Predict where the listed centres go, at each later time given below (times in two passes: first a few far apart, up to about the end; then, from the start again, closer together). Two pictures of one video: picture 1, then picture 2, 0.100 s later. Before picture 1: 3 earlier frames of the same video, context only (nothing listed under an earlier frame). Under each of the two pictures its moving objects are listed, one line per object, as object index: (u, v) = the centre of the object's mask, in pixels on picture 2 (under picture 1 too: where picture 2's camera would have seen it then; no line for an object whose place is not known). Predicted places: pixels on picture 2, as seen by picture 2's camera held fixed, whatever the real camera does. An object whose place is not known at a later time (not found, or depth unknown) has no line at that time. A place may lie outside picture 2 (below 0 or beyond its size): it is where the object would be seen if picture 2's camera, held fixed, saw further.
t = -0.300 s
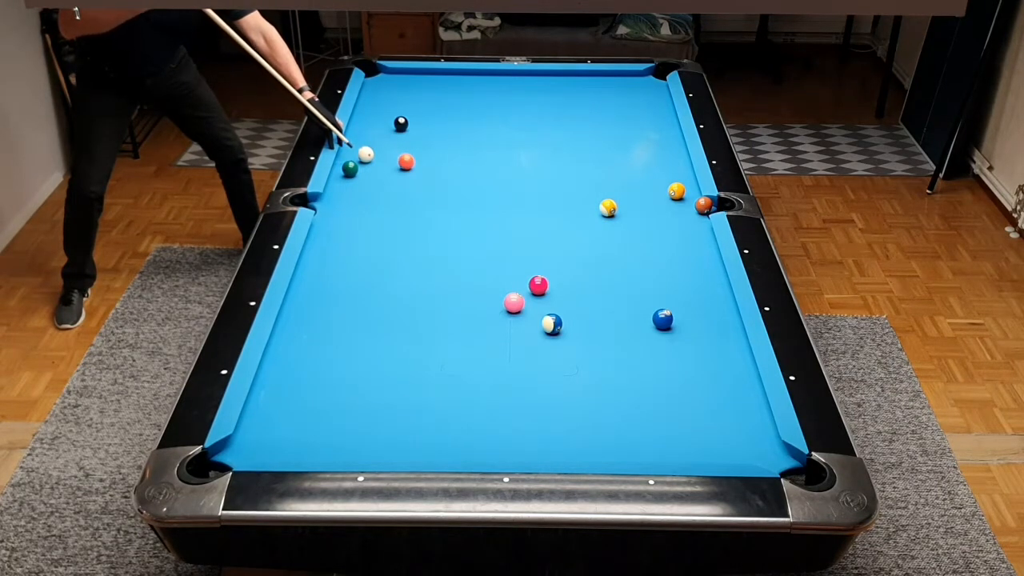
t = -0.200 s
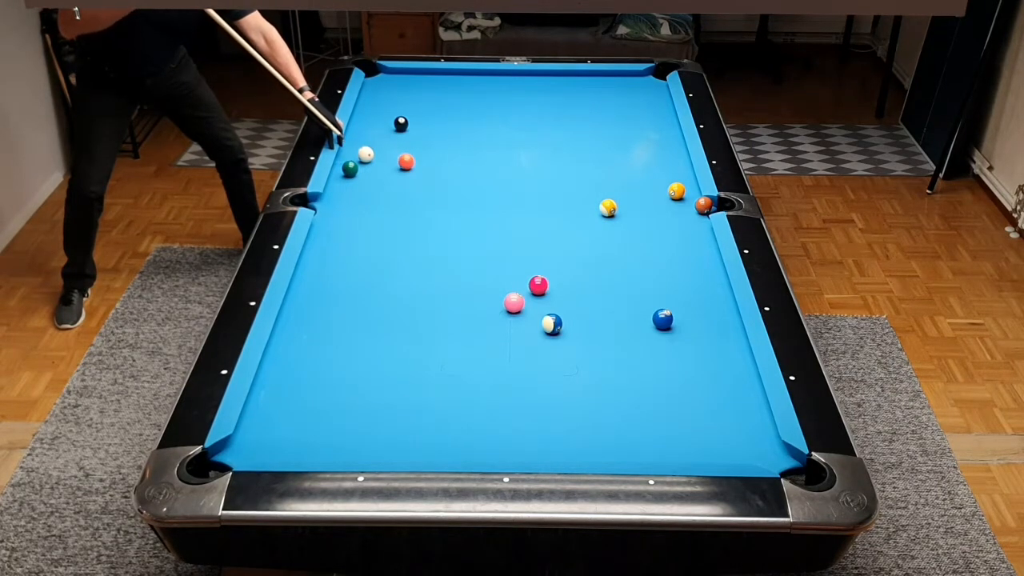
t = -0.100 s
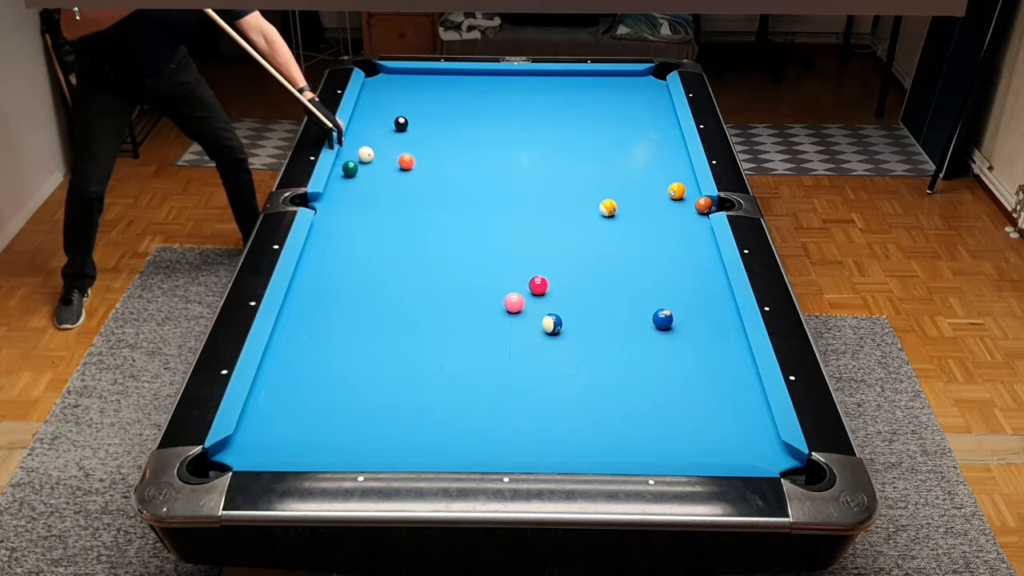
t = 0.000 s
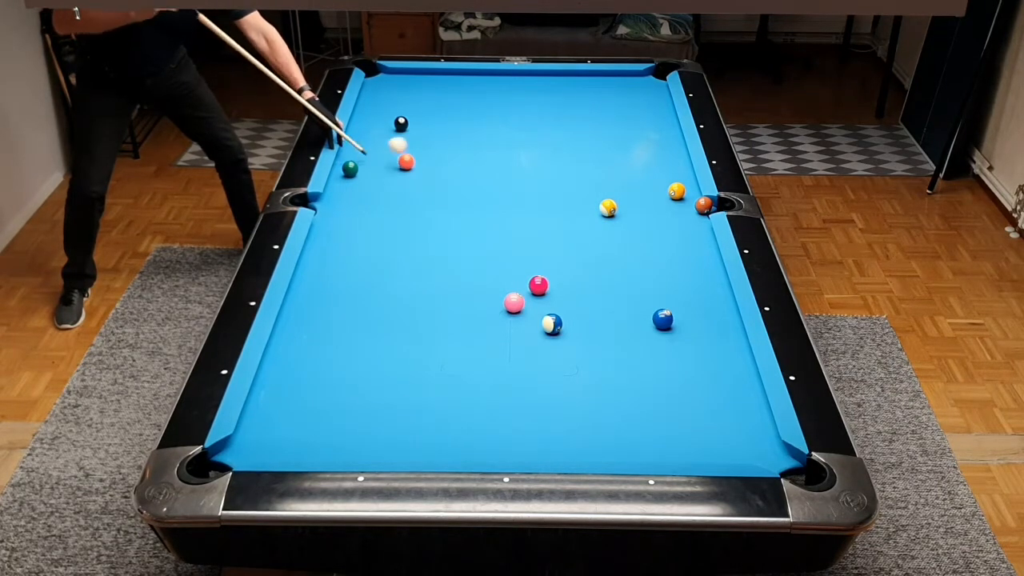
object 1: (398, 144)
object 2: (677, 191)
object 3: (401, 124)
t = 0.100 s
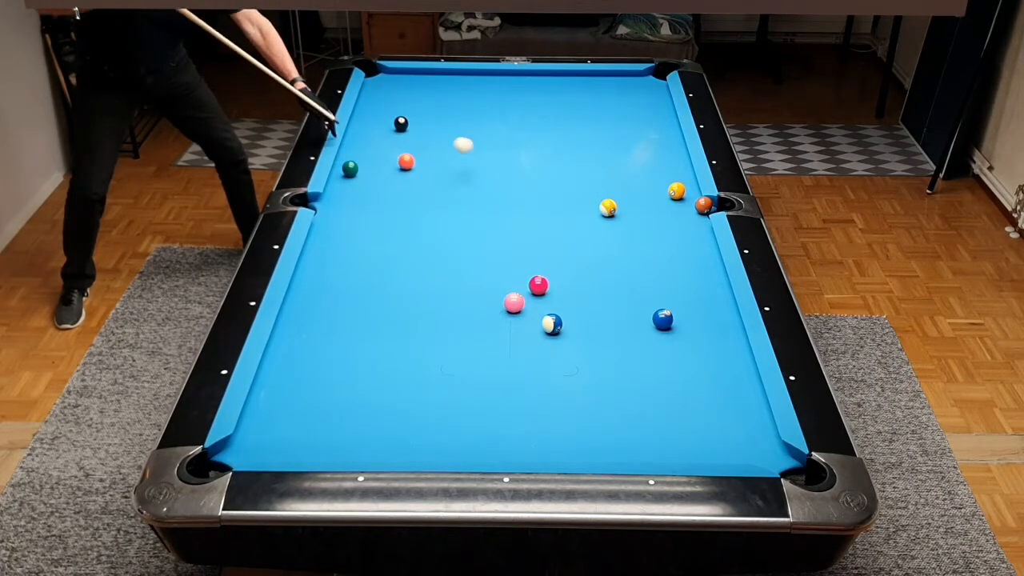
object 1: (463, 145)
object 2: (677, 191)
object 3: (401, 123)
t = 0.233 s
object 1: (553, 171)
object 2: (677, 191)
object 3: (401, 123)
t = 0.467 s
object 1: (661, 189)
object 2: (684, 194)
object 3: (401, 123)
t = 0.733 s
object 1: (613, 179)
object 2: (642, 210)
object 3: (401, 123)
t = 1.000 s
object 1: (568, 170)
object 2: (605, 228)
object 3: (401, 123)
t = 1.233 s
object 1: (532, 163)
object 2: (571, 243)
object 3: (401, 123)
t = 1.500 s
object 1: (492, 155)
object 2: (533, 261)
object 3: (401, 123)
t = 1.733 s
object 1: (460, 148)
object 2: (497, 277)
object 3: (401, 123)
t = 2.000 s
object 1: (425, 141)
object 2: (457, 296)
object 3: (401, 123)
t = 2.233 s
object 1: (396, 135)
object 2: (420, 312)
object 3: (401, 122)
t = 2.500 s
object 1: (365, 129)
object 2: (378, 331)
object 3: (401, 124)
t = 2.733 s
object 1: (363, 125)
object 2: (341, 348)
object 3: (401, 124)
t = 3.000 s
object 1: (381, 122)
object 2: (297, 368)
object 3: (401, 124)
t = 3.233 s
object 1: (391, 119)
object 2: (265, 385)
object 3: (404, 124)
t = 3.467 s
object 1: (397, 116)
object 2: (279, 396)
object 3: (409, 124)
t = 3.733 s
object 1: (404, 114)
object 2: (293, 407)
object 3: (414, 125)
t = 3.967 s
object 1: (409, 112)
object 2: (306, 417)
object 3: (417, 126)
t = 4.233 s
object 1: (413, 110)
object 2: (319, 428)
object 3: (419, 126)
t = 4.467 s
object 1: (416, 109)
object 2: (330, 436)
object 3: (420, 126)
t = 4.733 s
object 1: (419, 107)
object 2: (342, 444)
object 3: (421, 126)
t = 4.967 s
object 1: (421, 107)
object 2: (351, 448)
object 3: (421, 126)
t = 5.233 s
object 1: (422, 107)
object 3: (421, 126)
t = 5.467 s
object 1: (422, 107)
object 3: (421, 126)
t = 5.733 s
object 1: (422, 107)
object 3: (420, 126)
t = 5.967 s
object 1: (422, 107)
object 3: (421, 126)
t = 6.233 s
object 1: (422, 107)
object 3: (421, 126)
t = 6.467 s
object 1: (422, 107)
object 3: (421, 126)
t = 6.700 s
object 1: (422, 107)
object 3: (421, 126)
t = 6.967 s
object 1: (422, 107)
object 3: (421, 126)
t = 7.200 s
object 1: (422, 107)
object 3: (420, 126)
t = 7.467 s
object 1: (422, 107)
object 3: (421, 126)
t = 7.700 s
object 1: (422, 107)
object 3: (421, 126)
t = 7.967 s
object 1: (422, 107)
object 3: (421, 126)
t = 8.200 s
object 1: (422, 107)
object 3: (420, 126)
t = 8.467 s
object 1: (422, 107)
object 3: (421, 126)
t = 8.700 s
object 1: (422, 107)
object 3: (421, 126)
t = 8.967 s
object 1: (422, 107)
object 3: (421, 126)
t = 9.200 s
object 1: (422, 107)
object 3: (421, 126)
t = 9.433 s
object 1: (422, 107)
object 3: (421, 126)
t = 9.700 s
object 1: (422, 107)
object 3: (421, 126)
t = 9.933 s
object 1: (422, 107)
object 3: (421, 126)
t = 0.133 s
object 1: (486, 150)
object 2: (677, 191)
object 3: (401, 123)
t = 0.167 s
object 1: (508, 159)
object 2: (677, 191)
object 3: (401, 123)
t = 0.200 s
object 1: (531, 172)
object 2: (677, 191)
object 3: (401, 123)
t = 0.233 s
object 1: (553, 171)
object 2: (677, 191)
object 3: (401, 123)
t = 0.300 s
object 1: (594, 173)
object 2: (677, 191)
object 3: (401, 123)
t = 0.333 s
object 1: (615, 179)
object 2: (677, 191)
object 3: (401, 123)
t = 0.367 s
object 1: (636, 185)
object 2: (677, 191)
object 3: (401, 123)
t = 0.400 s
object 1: (656, 186)
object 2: (677, 191)
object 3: (401, 123)
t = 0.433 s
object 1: (661, 186)
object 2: (692, 192)
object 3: (401, 123)
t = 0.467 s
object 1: (661, 189)
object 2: (684, 194)
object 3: (401, 123)
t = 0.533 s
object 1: (651, 187)
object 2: (670, 197)
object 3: (401, 123)
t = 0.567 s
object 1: (644, 185)
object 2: (666, 200)
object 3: (401, 123)
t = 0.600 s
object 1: (637, 184)
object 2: (661, 202)
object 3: (401, 123)
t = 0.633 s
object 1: (631, 182)
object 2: (656, 204)
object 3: (401, 123)
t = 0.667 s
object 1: (625, 181)
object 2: (652, 206)
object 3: (401, 123)
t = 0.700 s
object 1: (619, 180)
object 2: (647, 208)
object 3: (401, 123)
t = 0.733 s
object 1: (613, 179)
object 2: (642, 210)
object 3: (401, 123)
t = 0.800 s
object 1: (602, 177)
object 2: (633, 215)
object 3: (401, 123)
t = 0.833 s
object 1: (596, 176)
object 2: (629, 217)
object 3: (401, 123)
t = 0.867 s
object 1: (591, 174)
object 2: (624, 219)
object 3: (401, 123)
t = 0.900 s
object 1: (585, 173)
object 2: (619, 221)
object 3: (401, 123)
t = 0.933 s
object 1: (579, 172)
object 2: (614, 223)
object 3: (401, 123)
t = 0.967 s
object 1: (574, 171)
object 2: (610, 225)
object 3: (401, 123)
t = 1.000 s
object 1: (568, 170)
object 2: (605, 228)
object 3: (401, 123)
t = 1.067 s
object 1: (558, 168)
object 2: (595, 232)
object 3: (401, 123)
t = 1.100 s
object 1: (553, 167)
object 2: (591, 234)
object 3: (401, 123)
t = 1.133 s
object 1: (547, 166)
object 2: (586, 237)
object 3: (401, 123)
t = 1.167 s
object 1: (542, 165)
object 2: (581, 239)
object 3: (401, 123)
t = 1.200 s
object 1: (537, 164)
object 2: (576, 241)
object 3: (401, 123)
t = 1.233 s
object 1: (532, 163)
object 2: (571, 243)
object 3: (401, 123)
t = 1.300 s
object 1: (521, 161)
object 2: (562, 248)
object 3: (401, 123)
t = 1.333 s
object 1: (517, 160)
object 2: (557, 250)
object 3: (401, 123)
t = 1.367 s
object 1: (512, 159)
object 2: (552, 252)
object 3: (401, 124)
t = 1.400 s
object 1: (507, 158)
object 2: (547, 254)
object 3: (401, 123)
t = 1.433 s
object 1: (502, 157)
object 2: (542, 257)
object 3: (401, 123)
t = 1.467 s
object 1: (497, 156)
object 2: (537, 259)
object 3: (401, 123)
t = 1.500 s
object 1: (492, 155)
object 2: (533, 261)
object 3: (401, 123)
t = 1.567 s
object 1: (483, 153)
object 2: (523, 266)
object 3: (401, 123)
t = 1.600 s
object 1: (478, 152)
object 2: (518, 268)
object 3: (401, 123)
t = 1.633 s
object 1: (474, 151)
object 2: (513, 270)
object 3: (401, 123)
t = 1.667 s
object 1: (469, 150)
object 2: (508, 273)
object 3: (401, 123)
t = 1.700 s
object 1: (464, 149)
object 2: (502, 275)
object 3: (401, 123)
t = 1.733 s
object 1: (460, 148)
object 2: (497, 277)
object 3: (401, 123)
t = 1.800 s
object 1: (451, 146)
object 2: (487, 281)
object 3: (401, 123)
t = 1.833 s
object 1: (447, 145)
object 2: (482, 284)
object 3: (401, 123)
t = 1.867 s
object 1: (442, 144)
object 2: (477, 286)
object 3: (401, 123)
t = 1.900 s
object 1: (438, 144)
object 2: (472, 289)
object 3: (401, 123)
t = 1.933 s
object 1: (434, 143)
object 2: (467, 291)
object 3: (401, 123)
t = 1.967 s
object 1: (429, 142)
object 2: (462, 293)
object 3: (401, 123)
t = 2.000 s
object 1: (425, 141)
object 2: (457, 296)
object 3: (401, 123)
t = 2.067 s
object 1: (417, 139)
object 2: (446, 300)
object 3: (401, 123)
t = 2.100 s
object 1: (412, 139)
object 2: (441, 302)
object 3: (401, 123)
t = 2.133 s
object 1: (408, 138)
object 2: (436, 305)
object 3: (401, 123)
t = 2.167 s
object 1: (404, 137)
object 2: (431, 307)
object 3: (401, 122)
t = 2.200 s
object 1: (400, 136)
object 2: (426, 309)
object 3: (401, 122)
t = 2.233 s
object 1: (396, 135)
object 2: (420, 312)
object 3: (401, 122)
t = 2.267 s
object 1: (392, 134)
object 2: (415, 314)
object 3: (401, 123)
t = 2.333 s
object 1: (384, 133)
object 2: (405, 319)
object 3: (401, 124)
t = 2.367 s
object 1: (380, 132)
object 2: (399, 321)
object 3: (401, 124)
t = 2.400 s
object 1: (376, 131)
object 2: (394, 324)
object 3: (401, 124)
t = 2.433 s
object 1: (372, 130)
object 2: (389, 326)
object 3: (401, 124)
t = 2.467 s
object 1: (369, 129)
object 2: (384, 329)
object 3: (401, 124)
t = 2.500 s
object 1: (365, 129)
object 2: (378, 331)
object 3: (401, 124)
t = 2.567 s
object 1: (358, 127)
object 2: (368, 336)
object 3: (401, 124)
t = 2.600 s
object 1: (354, 126)
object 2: (362, 338)
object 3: (401, 124)
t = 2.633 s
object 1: (356, 126)
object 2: (357, 341)
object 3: (401, 124)
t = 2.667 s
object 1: (359, 125)
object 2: (351, 343)
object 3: (401, 124)
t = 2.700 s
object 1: (361, 125)
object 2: (346, 346)
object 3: (401, 124)
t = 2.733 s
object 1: (363, 125)
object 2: (341, 348)
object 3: (401, 124)
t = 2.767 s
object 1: (366, 124)
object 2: (335, 351)
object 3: (401, 124)
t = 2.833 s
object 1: (370, 124)
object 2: (324, 356)
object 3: (401, 124)
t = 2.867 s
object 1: (372, 123)
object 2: (319, 358)
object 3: (401, 124)
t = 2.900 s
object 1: (375, 123)
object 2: (314, 360)
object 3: (401, 124)
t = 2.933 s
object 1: (377, 123)
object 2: (308, 363)
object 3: (401, 124)
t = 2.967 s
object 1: (379, 122)
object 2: (303, 365)
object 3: (401, 124)
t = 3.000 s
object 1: (381, 122)
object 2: (297, 368)
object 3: (401, 124)
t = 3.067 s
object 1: (385, 121)
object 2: (286, 373)
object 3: (401, 124)
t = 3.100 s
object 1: (387, 121)
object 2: (281, 376)
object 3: (401, 124)
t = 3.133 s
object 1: (388, 120)
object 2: (275, 378)
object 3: (402, 124)
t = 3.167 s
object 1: (389, 120)
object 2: (270, 381)
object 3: (403, 124)
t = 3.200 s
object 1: (390, 120)
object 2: (264, 383)
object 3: (403, 124)
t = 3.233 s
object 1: (391, 119)
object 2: (265, 385)
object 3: (404, 124)
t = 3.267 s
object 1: (392, 119)
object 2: (267, 386)
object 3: (405, 124)
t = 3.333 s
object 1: (394, 118)
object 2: (271, 390)
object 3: (406, 124)
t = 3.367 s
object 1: (395, 117)
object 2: (273, 391)
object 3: (407, 124)
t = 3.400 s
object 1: (396, 117)
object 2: (275, 393)
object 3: (408, 124)
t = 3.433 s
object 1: (396, 116)
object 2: (277, 394)
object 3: (409, 124)
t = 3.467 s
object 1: (397, 116)
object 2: (279, 396)
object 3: (409, 124)
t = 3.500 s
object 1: (398, 116)
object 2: (281, 397)
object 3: (410, 124)
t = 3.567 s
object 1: (400, 115)
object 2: (285, 400)
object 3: (411, 125)
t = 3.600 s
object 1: (401, 115)
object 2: (286, 402)
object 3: (412, 125)
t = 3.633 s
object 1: (401, 114)
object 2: (288, 403)
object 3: (412, 125)
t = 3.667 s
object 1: (402, 114)
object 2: (290, 405)
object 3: (413, 125)
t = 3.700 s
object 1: (403, 114)
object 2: (292, 406)
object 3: (413, 125)
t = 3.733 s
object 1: (404, 114)
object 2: (293, 407)
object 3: (414, 125)
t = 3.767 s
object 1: (404, 113)
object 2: (295, 409)
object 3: (414, 125)
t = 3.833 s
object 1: (406, 113)
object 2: (299, 412)
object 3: (415, 125)
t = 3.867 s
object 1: (407, 112)
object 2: (301, 413)
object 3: (415, 125)
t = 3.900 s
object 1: (407, 112)
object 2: (302, 415)
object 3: (416, 126)
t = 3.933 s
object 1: (408, 112)
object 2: (304, 416)
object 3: (416, 126)
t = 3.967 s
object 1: (409, 112)
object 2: (306, 417)
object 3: (417, 126)
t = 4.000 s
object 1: (409, 111)
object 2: (308, 419)
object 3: (417, 126)
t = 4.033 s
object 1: (410, 111)
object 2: (309, 420)
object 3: (417, 126)
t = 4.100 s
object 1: (411, 111)
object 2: (313, 423)
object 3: (418, 126)
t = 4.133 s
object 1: (412, 111)
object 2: (314, 424)
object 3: (418, 126)
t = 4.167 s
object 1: (412, 110)
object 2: (316, 425)
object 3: (419, 126)
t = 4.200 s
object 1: (413, 110)
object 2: (317, 426)
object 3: (419, 126)
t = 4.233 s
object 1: (413, 110)
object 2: (319, 428)
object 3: (419, 126)
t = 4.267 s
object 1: (414, 110)
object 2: (321, 429)
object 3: (419, 126)
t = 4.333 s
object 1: (415, 109)
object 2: (324, 432)
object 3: (420, 126)
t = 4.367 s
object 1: (415, 109)
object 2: (325, 433)
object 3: (420, 126)
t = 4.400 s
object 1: (416, 109)
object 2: (327, 434)
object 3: (420, 126)
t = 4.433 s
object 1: (416, 109)
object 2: (329, 435)
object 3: (420, 126)
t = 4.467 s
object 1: (416, 109)
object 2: (330, 436)
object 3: (420, 126)
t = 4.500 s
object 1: (417, 108)
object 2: (332, 437)
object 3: (420, 126)
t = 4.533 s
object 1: (417, 108)
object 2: (333, 439)
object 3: (420, 126)
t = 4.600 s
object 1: (418, 108)
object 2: (336, 441)
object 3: (421, 126)
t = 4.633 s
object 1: (418, 108)
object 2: (337, 442)
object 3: (421, 126)
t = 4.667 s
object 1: (419, 107)
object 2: (339, 443)
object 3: (421, 126)
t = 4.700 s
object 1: (419, 107)
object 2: (341, 444)
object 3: (421, 126)
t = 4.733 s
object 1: (419, 107)
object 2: (342, 444)
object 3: (421, 126)
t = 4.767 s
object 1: (419, 107)
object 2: (343, 445)
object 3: (421, 126)
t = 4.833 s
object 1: (420, 107)
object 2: (346, 446)
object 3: (421, 126)
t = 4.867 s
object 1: (420, 107)
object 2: (347, 447)
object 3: (421, 126)
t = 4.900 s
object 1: (420, 107)
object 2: (348, 447)
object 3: (421, 126)
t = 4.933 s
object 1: (420, 107)
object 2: (350, 448)
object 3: (421, 126)
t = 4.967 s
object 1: (421, 107)
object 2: (351, 448)
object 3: (421, 126)
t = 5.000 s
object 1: (421, 107)
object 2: (352, 449)
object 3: (421, 126)
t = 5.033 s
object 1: (421, 107)
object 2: (353, 449)
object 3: (421, 126)
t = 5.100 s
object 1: (421, 107)
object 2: (356, 450)
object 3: (421, 126)
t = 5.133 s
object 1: (421, 107)
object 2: (357, 450)
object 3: (421, 126)
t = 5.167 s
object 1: (422, 107)
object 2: (358, 450)
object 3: (421, 126)
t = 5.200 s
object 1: (422, 107)
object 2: (359, 450)
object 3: (421, 126)
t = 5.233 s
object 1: (422, 107)
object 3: (421, 126)
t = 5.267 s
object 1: (422, 107)
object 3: (421, 126)
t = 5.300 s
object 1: (422, 107)
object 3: (421, 126)
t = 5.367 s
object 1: (422, 107)
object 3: (421, 126)
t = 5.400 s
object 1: (422, 107)
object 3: (421, 126)
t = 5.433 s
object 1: (422, 107)
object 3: (421, 126)
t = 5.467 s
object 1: (422, 107)
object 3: (421, 126)
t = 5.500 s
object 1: (422, 107)
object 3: (420, 126)
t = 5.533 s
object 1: (422, 107)
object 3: (420, 126)
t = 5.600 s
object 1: (422, 107)
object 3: (420, 126)
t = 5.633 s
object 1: (422, 107)
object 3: (420, 126)
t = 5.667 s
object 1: (422, 107)
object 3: (420, 126)
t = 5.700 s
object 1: (422, 107)
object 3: (420, 126)
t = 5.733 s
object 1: (422, 107)
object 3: (420, 126)
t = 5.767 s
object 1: (422, 107)
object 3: (420, 126)
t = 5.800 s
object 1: (422, 107)
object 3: (420, 126)
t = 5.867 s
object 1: (422, 107)
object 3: (420, 126)
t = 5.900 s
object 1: (422, 107)
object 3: (421, 126)
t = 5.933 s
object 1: (422, 107)
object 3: (420, 126)
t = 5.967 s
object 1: (422, 107)
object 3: (421, 126)
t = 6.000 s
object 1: (422, 107)
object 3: (421, 126)
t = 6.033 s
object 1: (422, 107)
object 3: (421, 126)
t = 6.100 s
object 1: (422, 107)
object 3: (421, 126)
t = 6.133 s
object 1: (422, 107)
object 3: (420, 126)
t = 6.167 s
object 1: (422, 107)
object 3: (421, 126)
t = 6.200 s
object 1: (422, 107)
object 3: (421, 126)
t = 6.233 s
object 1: (422, 107)
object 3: (421, 126)
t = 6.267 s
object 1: (422, 107)
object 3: (421, 126)
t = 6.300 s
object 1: (422, 107)
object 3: (421, 126)
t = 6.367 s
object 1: (422, 107)
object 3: (421, 126)
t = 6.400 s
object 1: (422, 107)
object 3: (420, 126)
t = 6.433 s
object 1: (422, 107)
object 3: (420, 126)
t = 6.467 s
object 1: (422, 107)
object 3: (421, 126)
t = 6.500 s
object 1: (422, 107)
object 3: (420, 126)
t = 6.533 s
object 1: (422, 107)
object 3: (420, 126)
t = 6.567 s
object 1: (422, 107)
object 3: (420, 126)
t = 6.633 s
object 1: (422, 107)
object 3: (420, 126)
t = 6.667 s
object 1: (422, 107)
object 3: (420, 126)
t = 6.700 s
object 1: (422, 107)
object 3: (421, 126)
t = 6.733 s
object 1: (422, 107)
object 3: (421, 126)
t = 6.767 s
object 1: (422, 107)
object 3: (421, 126)
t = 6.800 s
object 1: (422, 107)
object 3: (421, 126)
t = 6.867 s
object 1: (422, 107)
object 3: (421, 126)
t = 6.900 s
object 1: (422, 107)
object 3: (421, 126)
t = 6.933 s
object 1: (422, 107)
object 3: (420, 126)
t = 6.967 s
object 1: (422, 107)
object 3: (421, 126)
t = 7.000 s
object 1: (422, 107)
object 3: (421, 126)
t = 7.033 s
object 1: (422, 107)
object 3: (420, 126)
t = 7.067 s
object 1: (422, 107)
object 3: (421, 126)
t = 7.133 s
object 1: (422, 107)
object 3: (421, 126)
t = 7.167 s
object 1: (422, 107)
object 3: (420, 126)
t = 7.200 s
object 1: (422, 107)
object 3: (420, 126)
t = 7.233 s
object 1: (422, 107)
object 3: (421, 126)
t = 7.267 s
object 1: (422, 107)
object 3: (421, 126)
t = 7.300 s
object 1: (422, 107)
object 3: (420, 126)
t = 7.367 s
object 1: (422, 107)
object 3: (421, 126)
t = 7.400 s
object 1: (422, 107)
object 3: (421, 126)
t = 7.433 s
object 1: (422, 107)
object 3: (421, 126)
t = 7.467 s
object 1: (422, 107)
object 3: (421, 126)
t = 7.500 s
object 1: (422, 107)
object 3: (421, 126)
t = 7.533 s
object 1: (422, 107)
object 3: (421, 126)
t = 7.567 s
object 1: (422, 107)
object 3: (421, 126)
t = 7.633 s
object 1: (422, 107)
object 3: (421, 126)
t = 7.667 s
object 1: (422, 107)
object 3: (421, 126)
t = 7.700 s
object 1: (422, 107)
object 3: (421, 126)
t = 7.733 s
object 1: (422, 107)
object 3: (421, 126)
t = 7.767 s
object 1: (422, 107)
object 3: (421, 126)
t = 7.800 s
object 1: (422, 107)
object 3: (421, 126)
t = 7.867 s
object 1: (422, 107)
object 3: (421, 126)
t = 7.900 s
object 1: (422, 107)
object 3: (421, 126)
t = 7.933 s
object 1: (422, 107)
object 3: (421, 126)
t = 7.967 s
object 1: (422, 107)
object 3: (421, 126)
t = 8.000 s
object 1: (422, 107)
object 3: (421, 126)
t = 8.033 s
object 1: (422, 107)
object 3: (420, 126)
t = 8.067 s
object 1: (422, 107)
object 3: (420, 126)
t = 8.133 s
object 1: (422, 107)
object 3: (420, 126)
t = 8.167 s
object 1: (422, 107)
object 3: (420, 126)
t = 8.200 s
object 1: (422, 107)
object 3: (420, 126)
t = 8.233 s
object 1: (422, 107)
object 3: (420, 126)
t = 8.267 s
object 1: (422, 107)
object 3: (420, 126)
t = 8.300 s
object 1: (422, 107)
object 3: (420, 126)
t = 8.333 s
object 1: (422, 107)
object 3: (420, 126)
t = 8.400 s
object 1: (422, 107)
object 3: (420, 126)
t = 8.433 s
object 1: (422, 107)
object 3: (420, 126)
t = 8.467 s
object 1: (422, 107)
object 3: (421, 126)
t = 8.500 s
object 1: (422, 107)
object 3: (420, 126)
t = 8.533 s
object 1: (422, 107)
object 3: (420, 126)
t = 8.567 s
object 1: (422, 107)
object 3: (421, 126)
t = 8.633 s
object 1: (422, 107)
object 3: (421, 126)
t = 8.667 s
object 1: (422, 107)
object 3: (421, 126)
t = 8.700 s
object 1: (422, 107)
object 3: (421, 126)
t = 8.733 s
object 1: (422, 107)
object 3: (421, 126)
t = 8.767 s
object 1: (422, 107)
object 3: (421, 126)
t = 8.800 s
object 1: (422, 107)
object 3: (421, 126)
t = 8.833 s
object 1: (422, 107)
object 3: (421, 126)
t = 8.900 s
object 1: (422, 107)
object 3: (421, 126)
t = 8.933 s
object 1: (422, 107)
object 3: (421, 126)
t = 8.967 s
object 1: (422, 107)
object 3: (421, 126)
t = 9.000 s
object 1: (422, 107)
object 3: (421, 126)
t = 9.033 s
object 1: (422, 107)
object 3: (421, 126)
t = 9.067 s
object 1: (422, 107)
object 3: (420, 126)
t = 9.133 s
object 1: (422, 107)
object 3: (420, 126)
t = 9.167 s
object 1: (422, 107)
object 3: (420, 126)
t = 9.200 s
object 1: (422, 107)
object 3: (421, 126)
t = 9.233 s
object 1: (422, 107)
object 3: (421, 126)
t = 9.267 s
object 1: (422, 107)
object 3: (421, 126)
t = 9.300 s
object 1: (422, 107)
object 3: (421, 126)
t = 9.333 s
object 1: (422, 107)
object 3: (421, 126)
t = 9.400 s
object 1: (422, 107)
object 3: (421, 126)
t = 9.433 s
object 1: (422, 107)
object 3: (421, 126)
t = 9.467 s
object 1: (422, 107)
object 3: (421, 126)
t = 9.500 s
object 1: (422, 107)
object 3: (421, 126)
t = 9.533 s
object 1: (422, 107)
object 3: (421, 126)
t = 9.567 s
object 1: (422, 107)
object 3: (421, 126)
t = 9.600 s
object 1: (422, 107)
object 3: (421, 126)
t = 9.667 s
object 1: (422, 107)
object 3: (421, 126)
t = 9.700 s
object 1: (422, 107)
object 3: (421, 126)
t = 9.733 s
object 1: (422, 107)
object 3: (421, 126)
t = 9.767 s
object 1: (422, 107)
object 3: (421, 126)
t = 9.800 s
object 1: (422, 107)
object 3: (421, 126)
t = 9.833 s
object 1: (422, 107)
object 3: (421, 126)
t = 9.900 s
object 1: (422, 107)
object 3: (421, 126)
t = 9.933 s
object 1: (422, 107)
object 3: (421, 126)
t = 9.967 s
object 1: (422, 107)
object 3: (421, 126)
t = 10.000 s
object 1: (422, 107)
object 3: (421, 126)
